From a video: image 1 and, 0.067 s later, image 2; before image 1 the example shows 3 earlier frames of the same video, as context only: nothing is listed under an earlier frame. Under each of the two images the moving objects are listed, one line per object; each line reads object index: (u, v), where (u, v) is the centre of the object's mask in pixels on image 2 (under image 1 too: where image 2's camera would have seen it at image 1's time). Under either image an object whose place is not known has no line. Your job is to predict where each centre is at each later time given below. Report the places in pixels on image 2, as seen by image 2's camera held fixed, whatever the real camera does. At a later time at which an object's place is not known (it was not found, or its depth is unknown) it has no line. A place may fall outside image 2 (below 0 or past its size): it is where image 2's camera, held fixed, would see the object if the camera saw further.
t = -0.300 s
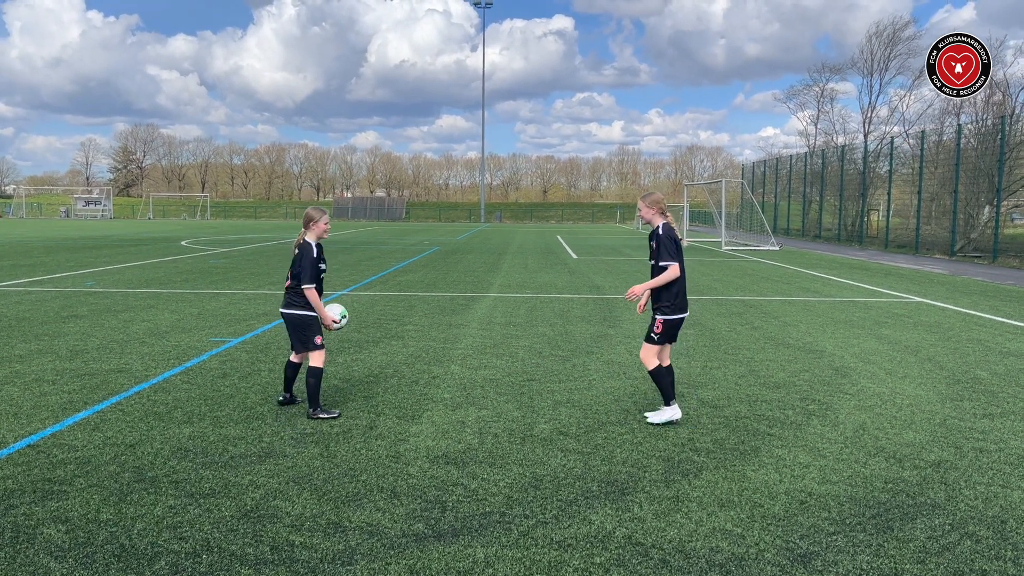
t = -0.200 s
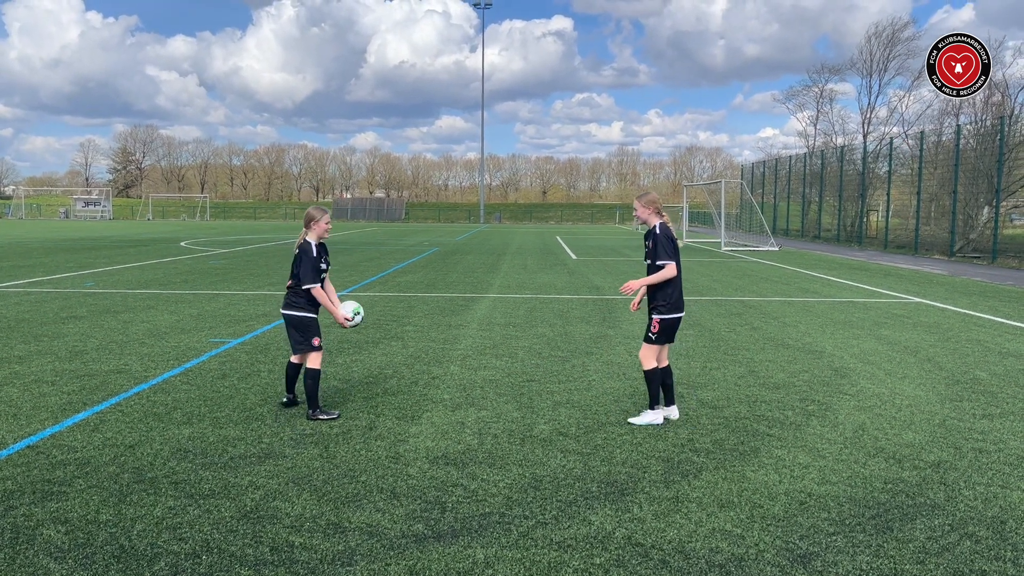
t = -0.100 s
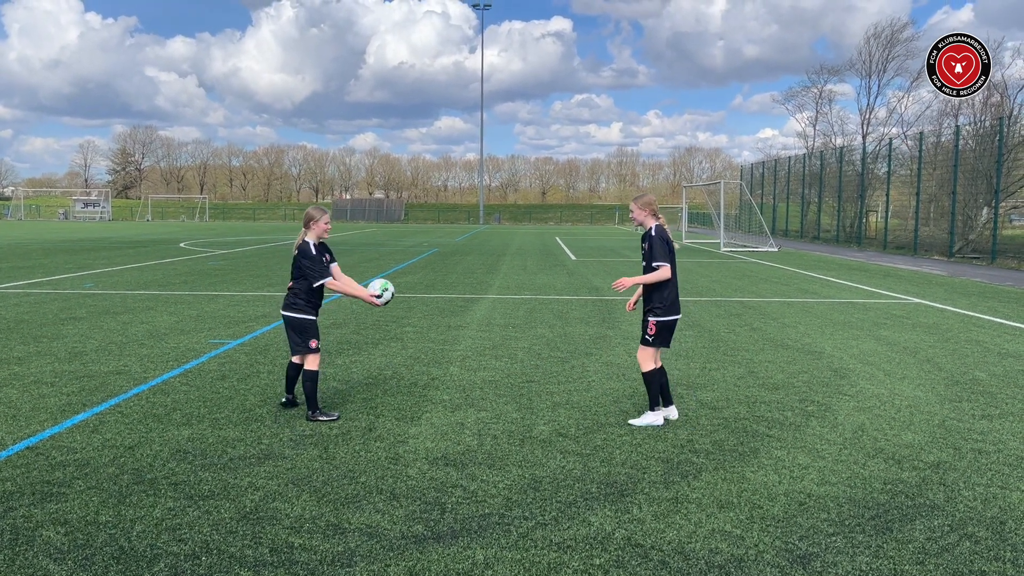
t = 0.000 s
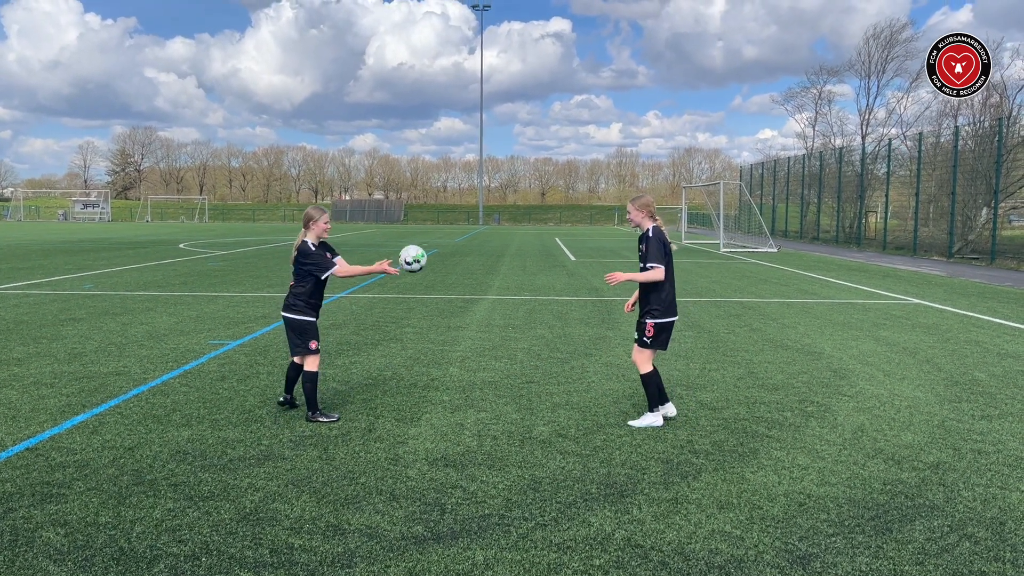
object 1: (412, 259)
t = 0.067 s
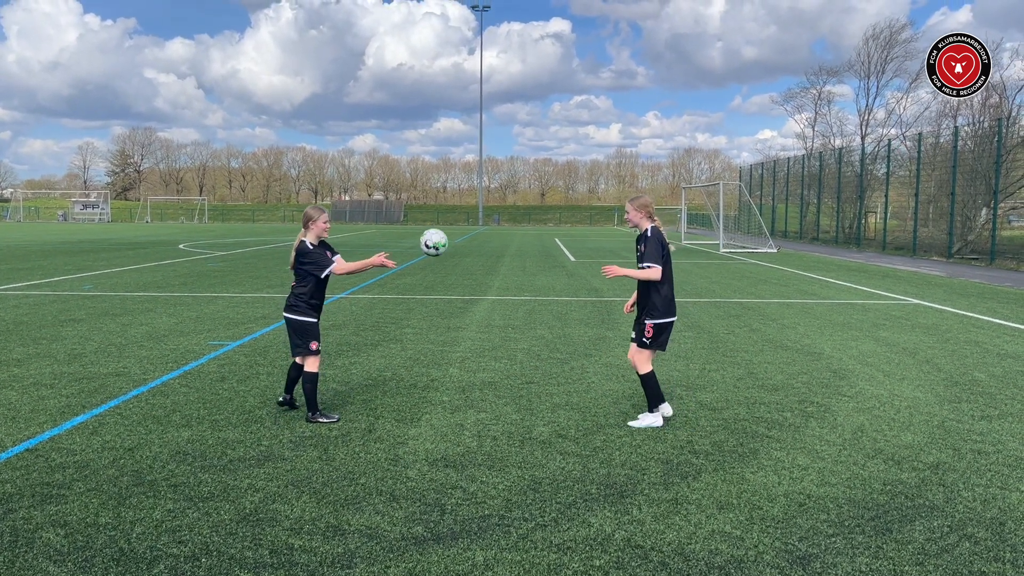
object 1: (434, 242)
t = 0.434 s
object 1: (551, 256)
